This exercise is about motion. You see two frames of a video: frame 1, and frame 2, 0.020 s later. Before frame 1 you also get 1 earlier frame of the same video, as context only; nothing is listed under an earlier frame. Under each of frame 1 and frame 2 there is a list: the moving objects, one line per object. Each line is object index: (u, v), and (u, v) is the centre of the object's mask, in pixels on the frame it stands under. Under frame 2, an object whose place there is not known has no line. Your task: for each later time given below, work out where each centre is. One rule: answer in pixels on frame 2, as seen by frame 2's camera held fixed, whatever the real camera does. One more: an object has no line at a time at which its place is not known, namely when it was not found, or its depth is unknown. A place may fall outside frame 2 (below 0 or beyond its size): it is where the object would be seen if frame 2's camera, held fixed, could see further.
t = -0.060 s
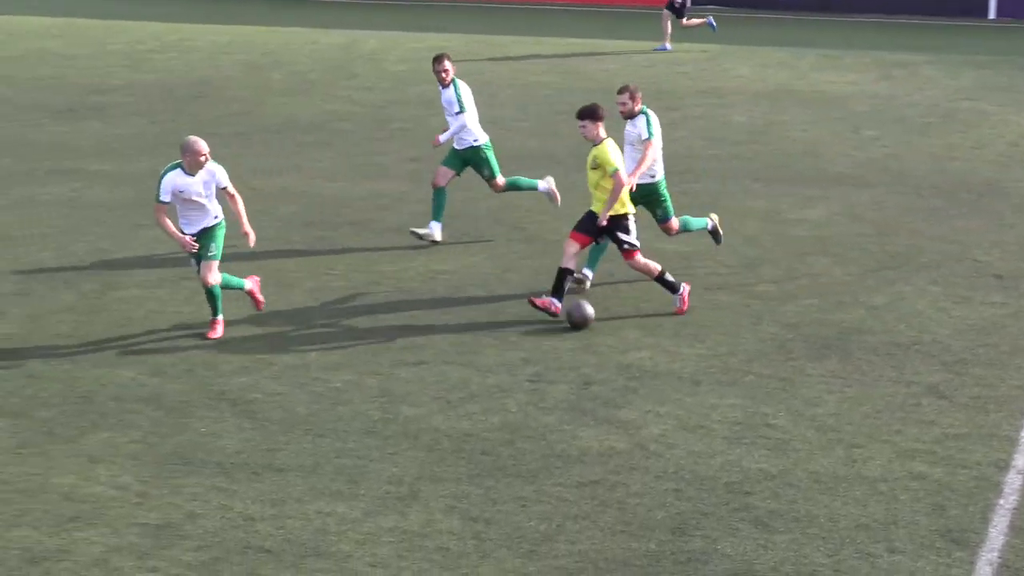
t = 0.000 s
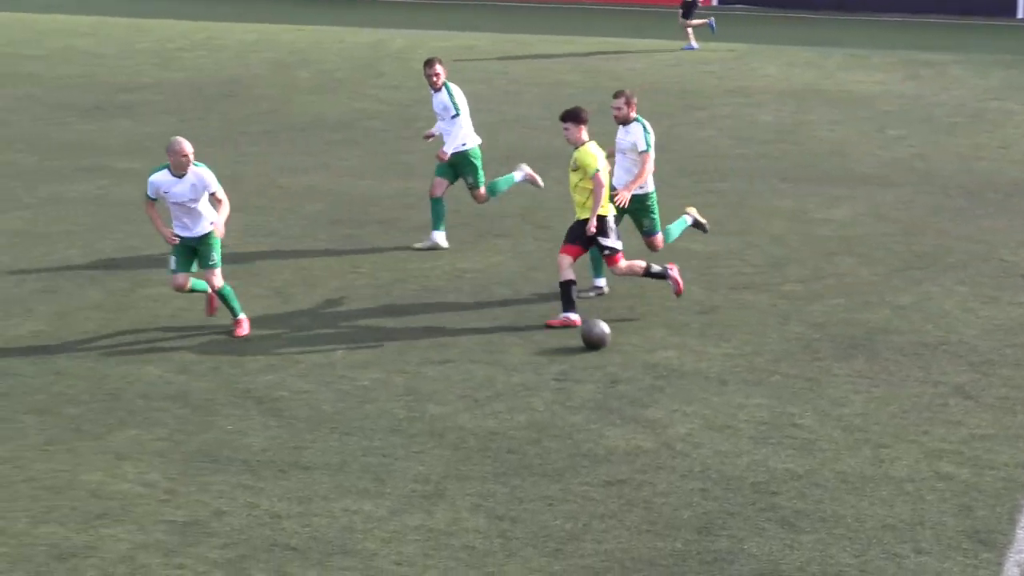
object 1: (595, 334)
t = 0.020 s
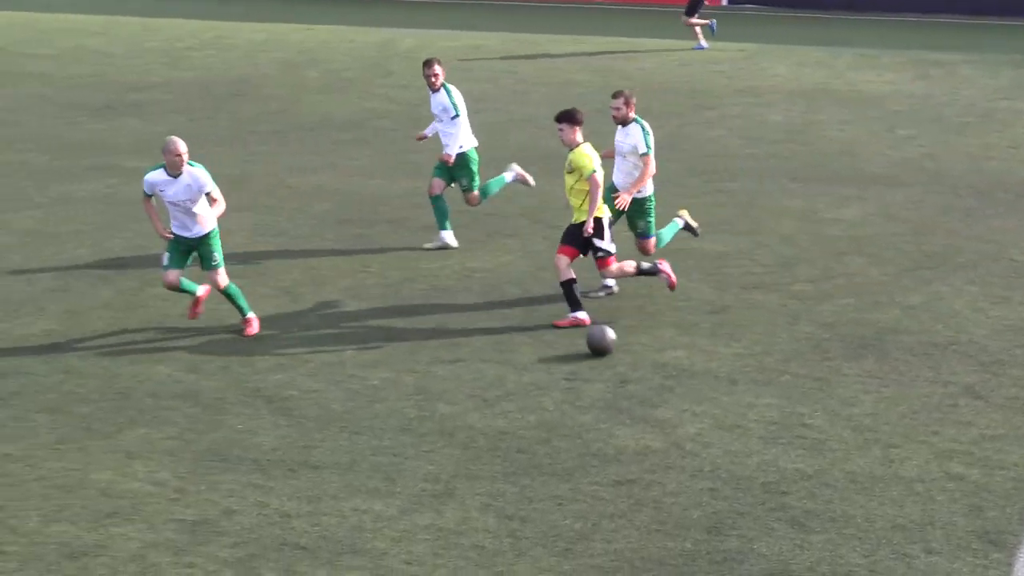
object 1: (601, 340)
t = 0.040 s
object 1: (598, 347)
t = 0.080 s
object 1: (591, 361)
